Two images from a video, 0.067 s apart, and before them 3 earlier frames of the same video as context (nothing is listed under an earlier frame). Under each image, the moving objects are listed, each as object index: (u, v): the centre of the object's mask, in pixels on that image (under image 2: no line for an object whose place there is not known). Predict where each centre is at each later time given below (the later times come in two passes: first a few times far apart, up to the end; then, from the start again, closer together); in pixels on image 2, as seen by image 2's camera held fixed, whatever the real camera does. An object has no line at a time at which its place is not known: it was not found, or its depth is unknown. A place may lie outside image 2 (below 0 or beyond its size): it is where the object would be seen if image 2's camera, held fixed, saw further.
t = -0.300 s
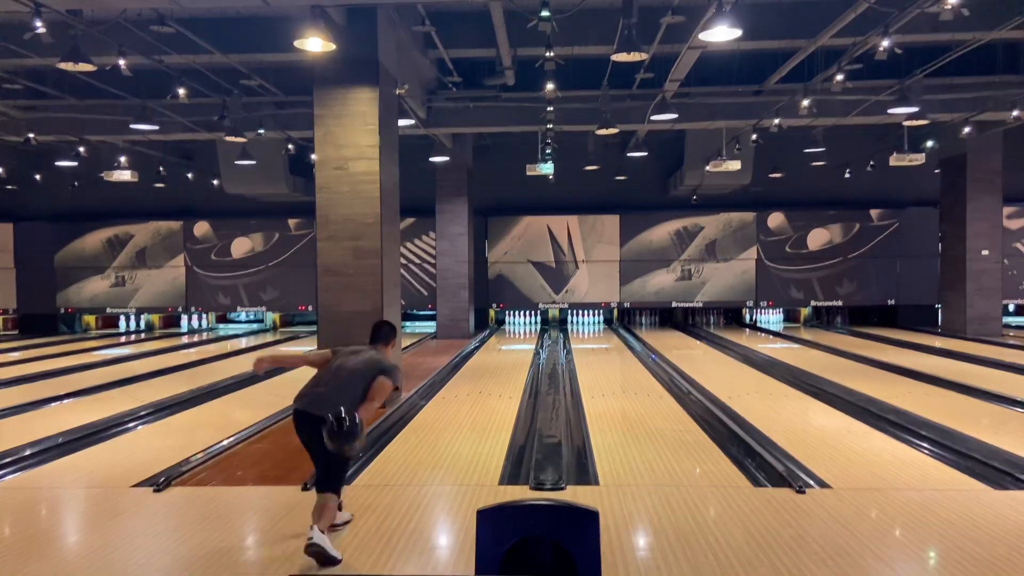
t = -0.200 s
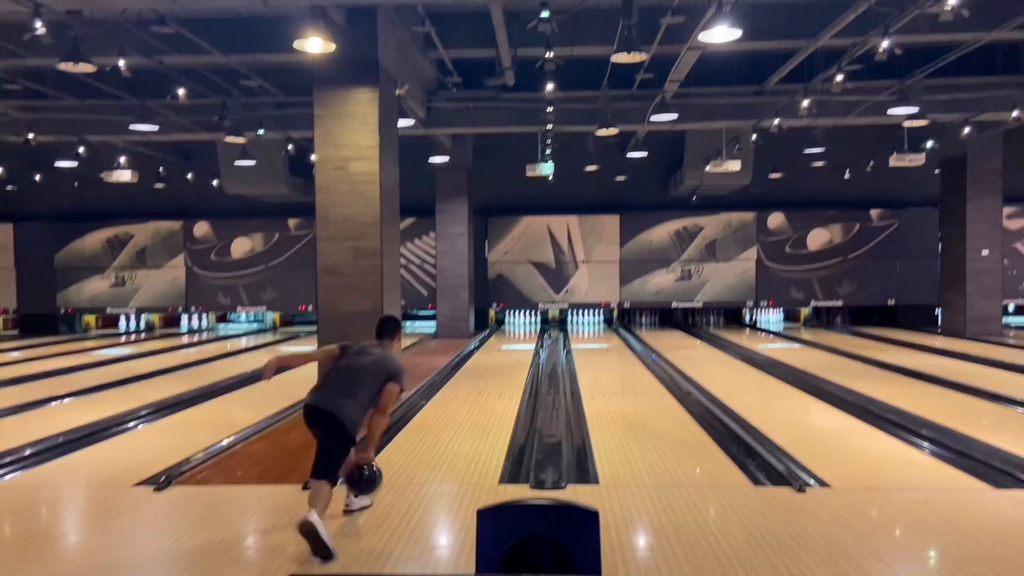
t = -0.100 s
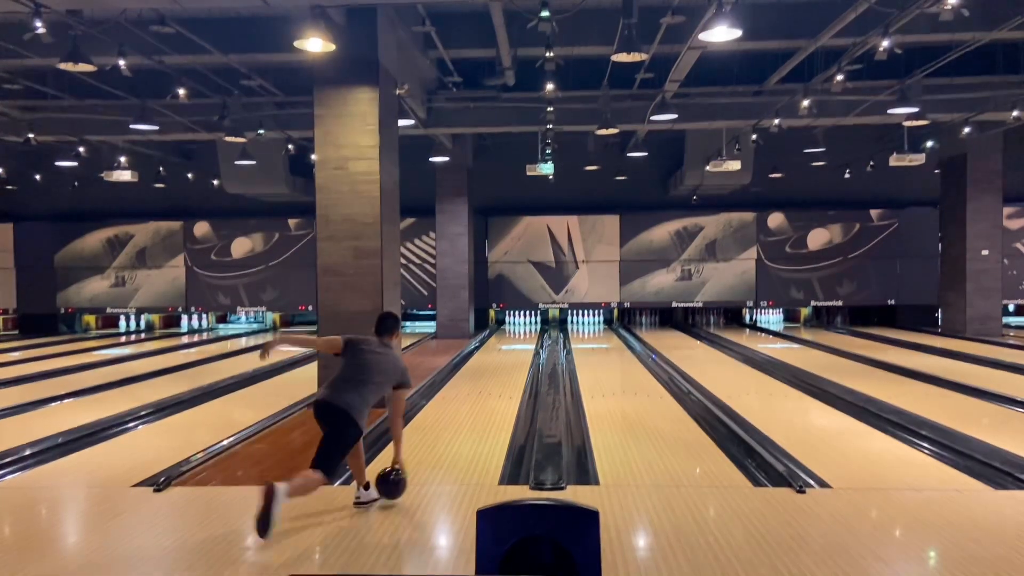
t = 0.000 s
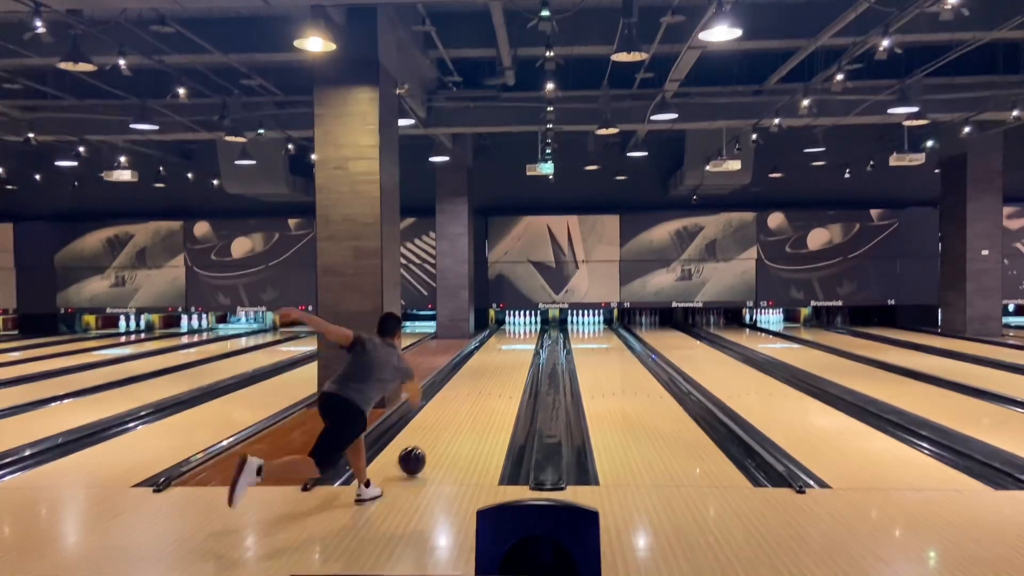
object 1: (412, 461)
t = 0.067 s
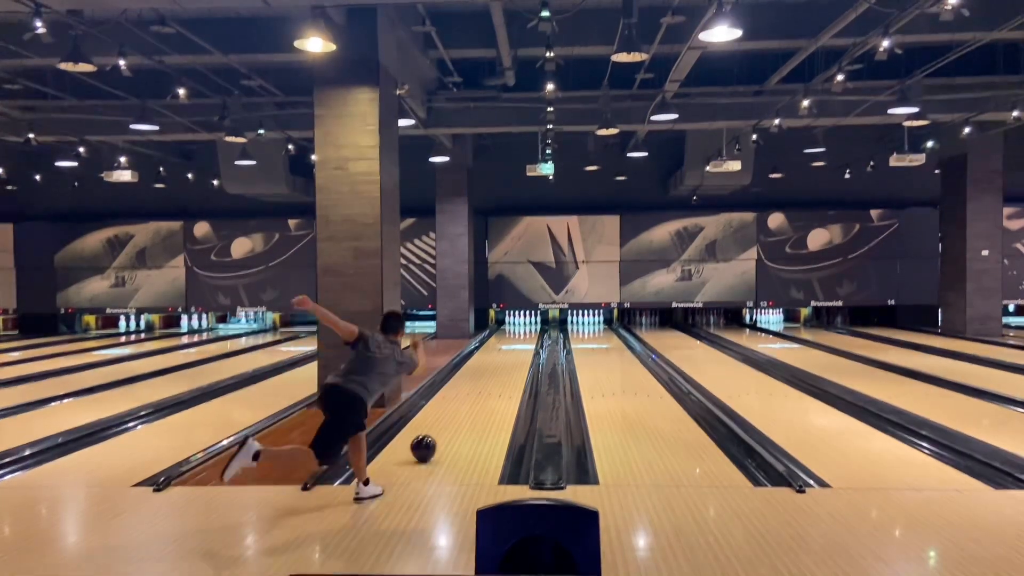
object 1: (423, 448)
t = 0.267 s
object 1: (449, 416)
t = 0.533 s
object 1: (472, 389)
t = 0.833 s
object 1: (489, 368)
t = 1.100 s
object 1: (500, 355)
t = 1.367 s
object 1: (508, 345)
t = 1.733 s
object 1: (516, 335)
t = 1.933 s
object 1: (520, 331)
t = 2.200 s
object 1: (523, 326)
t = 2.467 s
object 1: (525, 323)
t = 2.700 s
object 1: (533, 319)
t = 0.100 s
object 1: (428, 443)
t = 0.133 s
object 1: (433, 437)
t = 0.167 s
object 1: (437, 431)
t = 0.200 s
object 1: (442, 425)
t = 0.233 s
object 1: (445, 421)
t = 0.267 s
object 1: (449, 416)
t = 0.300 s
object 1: (453, 412)
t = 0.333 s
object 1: (456, 408)
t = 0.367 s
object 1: (459, 404)
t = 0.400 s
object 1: (462, 401)
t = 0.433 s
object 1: (465, 397)
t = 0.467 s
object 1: (467, 394)
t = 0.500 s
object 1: (470, 391)
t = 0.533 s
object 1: (472, 389)
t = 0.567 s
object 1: (474, 386)
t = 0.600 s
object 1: (476, 383)
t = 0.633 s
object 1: (478, 381)
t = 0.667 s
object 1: (481, 378)
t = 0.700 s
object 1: (483, 376)
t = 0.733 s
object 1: (484, 374)
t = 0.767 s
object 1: (486, 372)
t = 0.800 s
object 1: (488, 370)
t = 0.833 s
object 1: (489, 368)
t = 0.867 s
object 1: (491, 366)
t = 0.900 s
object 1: (492, 364)
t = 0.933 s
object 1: (494, 362)
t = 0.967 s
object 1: (495, 361)
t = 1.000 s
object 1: (496, 359)
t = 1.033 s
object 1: (498, 358)
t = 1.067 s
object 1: (499, 356)
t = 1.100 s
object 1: (500, 355)
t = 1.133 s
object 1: (501, 353)
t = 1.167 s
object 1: (502, 352)
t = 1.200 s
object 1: (503, 351)
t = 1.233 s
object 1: (504, 349)
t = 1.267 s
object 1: (505, 348)
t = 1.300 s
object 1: (506, 347)
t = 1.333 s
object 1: (507, 346)
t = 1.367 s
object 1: (508, 345)
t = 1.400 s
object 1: (509, 344)
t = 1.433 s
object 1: (510, 343)
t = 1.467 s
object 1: (511, 342)
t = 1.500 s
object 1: (511, 341)
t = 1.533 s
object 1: (512, 340)
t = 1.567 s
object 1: (513, 338)
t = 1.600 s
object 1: (513, 337)
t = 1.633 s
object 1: (515, 337)
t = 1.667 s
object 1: (515, 336)
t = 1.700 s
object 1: (516, 335)
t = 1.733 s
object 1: (516, 335)
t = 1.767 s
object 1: (517, 334)
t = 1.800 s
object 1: (518, 333)
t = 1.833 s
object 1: (518, 333)
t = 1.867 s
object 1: (518, 332)
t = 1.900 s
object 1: (519, 331)
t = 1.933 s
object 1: (520, 331)
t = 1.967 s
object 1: (520, 330)
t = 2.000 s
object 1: (520, 330)
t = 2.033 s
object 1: (521, 329)
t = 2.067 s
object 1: (521, 328)
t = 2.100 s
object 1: (522, 328)
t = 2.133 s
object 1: (522, 327)
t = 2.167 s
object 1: (522, 327)
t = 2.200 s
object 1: (523, 326)
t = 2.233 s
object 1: (523, 325)
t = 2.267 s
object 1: (523, 325)
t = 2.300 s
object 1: (524, 325)
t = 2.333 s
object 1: (524, 324)
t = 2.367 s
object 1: (524, 324)
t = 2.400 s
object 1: (525, 323)
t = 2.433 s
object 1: (525, 323)
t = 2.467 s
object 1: (525, 323)
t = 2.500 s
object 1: (525, 323)
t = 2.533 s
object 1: (526, 322)
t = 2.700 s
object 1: (533, 319)
